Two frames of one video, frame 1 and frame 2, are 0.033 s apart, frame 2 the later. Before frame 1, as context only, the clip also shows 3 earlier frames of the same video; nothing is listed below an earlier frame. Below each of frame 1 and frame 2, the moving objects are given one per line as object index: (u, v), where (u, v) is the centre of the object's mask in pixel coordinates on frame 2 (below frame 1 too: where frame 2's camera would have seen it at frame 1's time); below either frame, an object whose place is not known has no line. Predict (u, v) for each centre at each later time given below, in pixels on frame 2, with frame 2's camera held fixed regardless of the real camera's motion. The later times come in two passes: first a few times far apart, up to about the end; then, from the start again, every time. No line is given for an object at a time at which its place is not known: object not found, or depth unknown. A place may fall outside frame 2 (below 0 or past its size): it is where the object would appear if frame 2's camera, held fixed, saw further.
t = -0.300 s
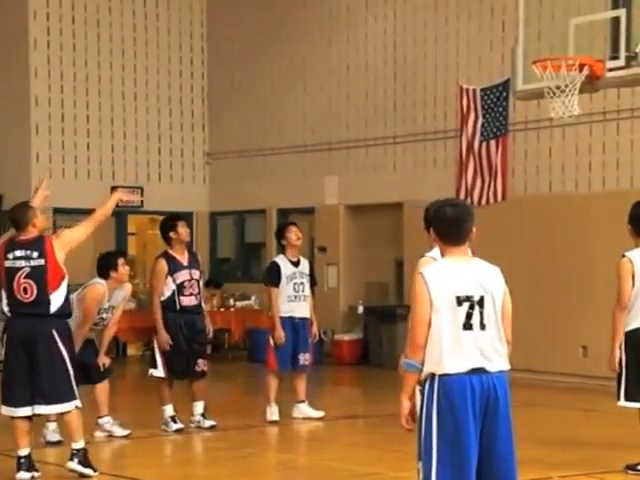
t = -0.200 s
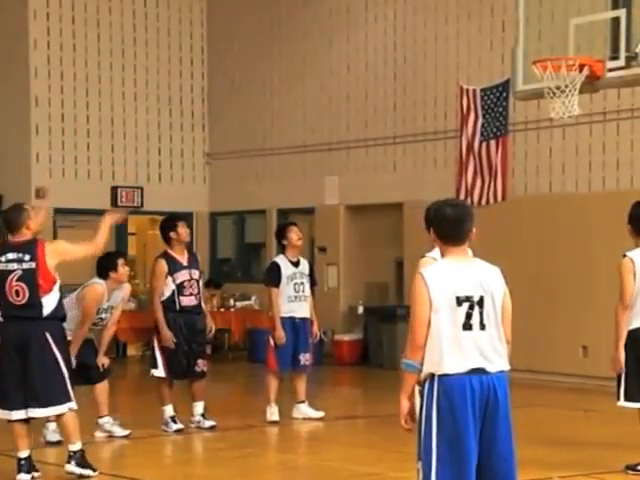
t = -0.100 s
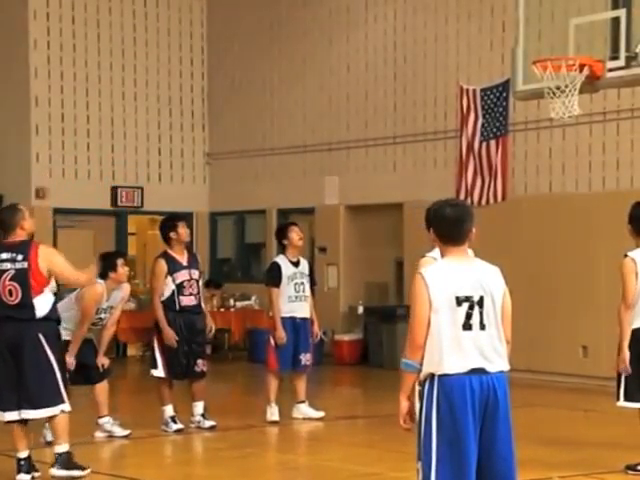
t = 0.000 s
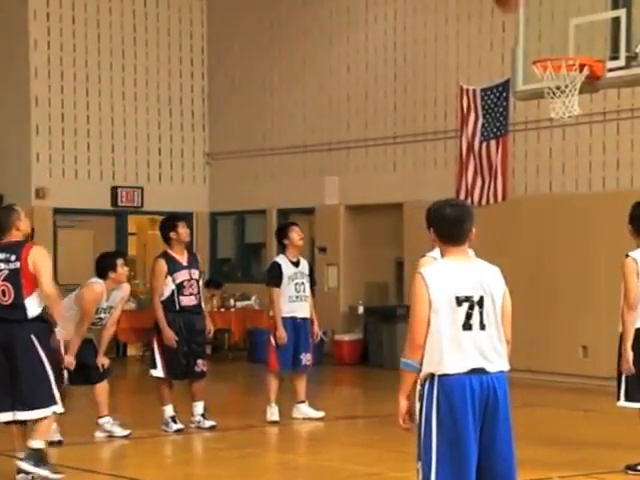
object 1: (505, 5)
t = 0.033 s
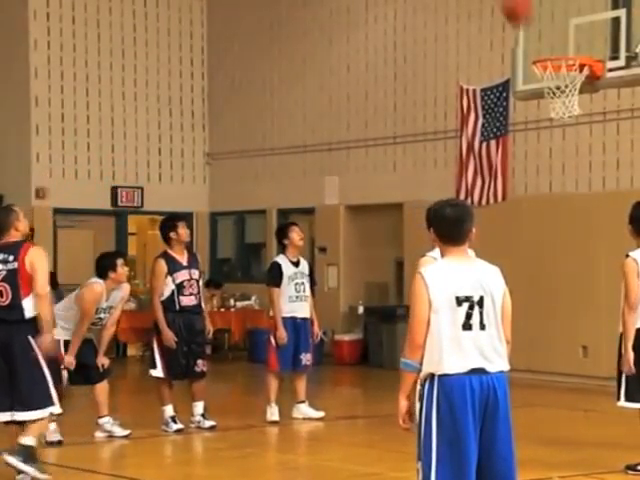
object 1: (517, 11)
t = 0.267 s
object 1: (576, 41)
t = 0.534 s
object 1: (553, 53)
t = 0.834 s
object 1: (590, 140)
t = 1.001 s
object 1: (605, 212)
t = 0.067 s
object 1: (528, 27)
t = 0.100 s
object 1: (539, 44)
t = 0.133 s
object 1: (546, 45)
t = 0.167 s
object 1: (554, 42)
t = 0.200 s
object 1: (561, 40)
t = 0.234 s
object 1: (568, 40)
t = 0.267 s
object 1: (576, 41)
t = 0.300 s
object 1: (583, 43)
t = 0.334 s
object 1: (585, 44)
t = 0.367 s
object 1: (580, 43)
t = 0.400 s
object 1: (574, 44)
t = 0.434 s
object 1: (568, 45)
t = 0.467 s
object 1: (562, 47)
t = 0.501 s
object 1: (556, 50)
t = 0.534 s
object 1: (553, 53)
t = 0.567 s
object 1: (556, 56)
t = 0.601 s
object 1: (557, 74)
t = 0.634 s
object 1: (559, 76)
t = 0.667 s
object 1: (574, 84)
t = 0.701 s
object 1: (574, 97)
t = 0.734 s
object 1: (580, 114)
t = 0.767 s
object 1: (583, 118)
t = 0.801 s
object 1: (586, 127)
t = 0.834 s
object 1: (590, 140)
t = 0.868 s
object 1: (593, 152)
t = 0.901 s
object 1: (596, 166)
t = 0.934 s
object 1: (599, 182)
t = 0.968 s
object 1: (603, 198)
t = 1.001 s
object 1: (605, 212)
